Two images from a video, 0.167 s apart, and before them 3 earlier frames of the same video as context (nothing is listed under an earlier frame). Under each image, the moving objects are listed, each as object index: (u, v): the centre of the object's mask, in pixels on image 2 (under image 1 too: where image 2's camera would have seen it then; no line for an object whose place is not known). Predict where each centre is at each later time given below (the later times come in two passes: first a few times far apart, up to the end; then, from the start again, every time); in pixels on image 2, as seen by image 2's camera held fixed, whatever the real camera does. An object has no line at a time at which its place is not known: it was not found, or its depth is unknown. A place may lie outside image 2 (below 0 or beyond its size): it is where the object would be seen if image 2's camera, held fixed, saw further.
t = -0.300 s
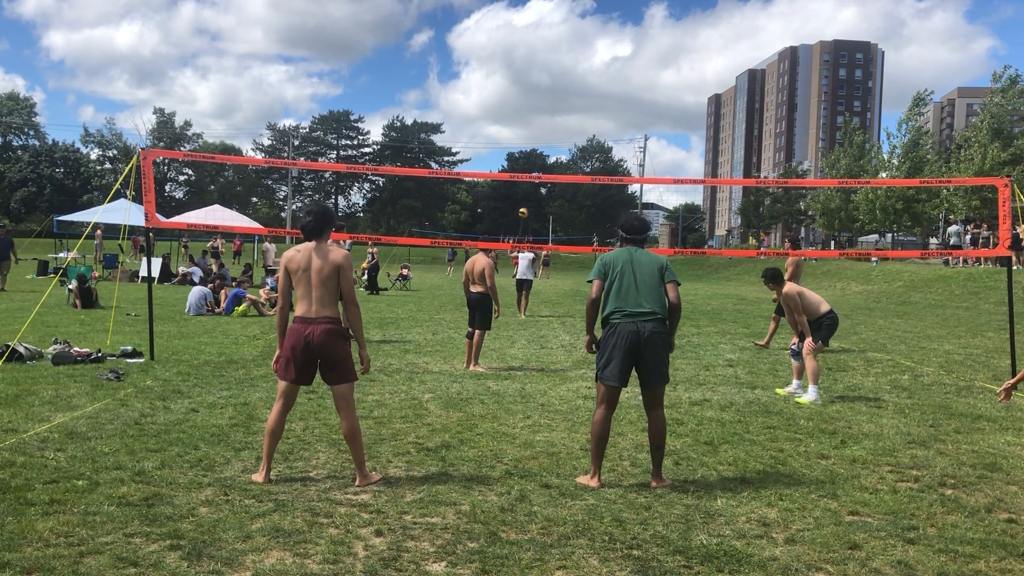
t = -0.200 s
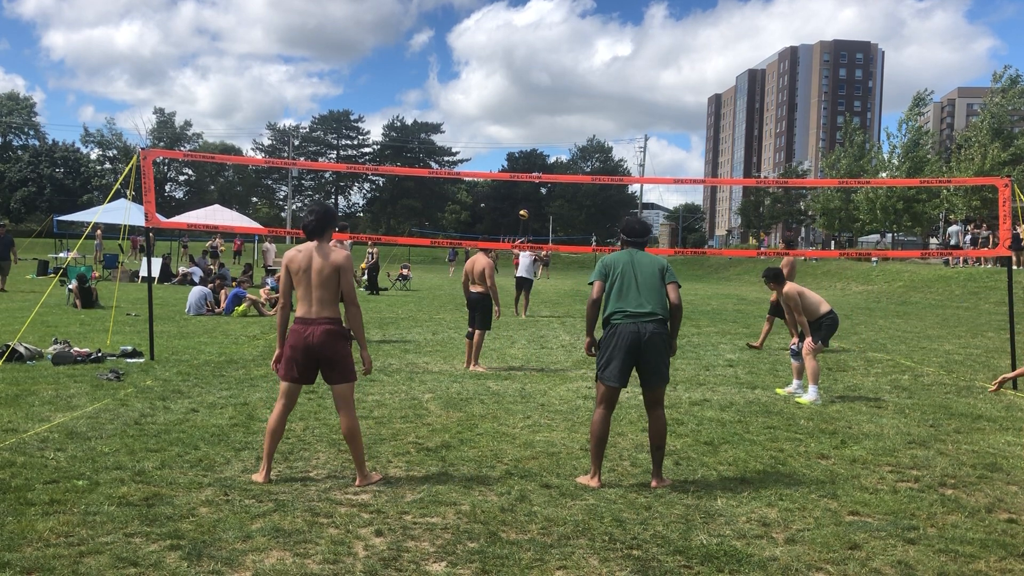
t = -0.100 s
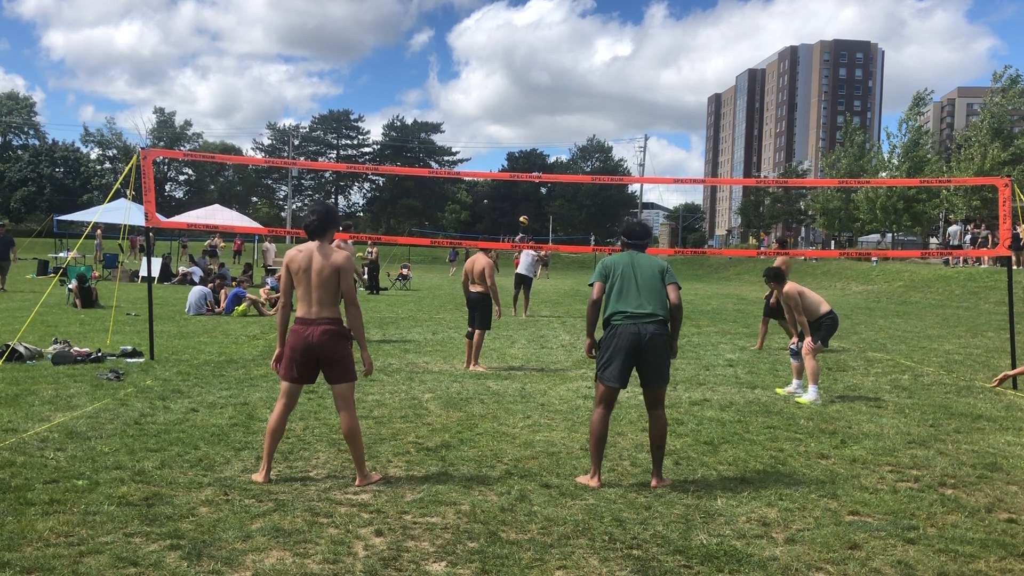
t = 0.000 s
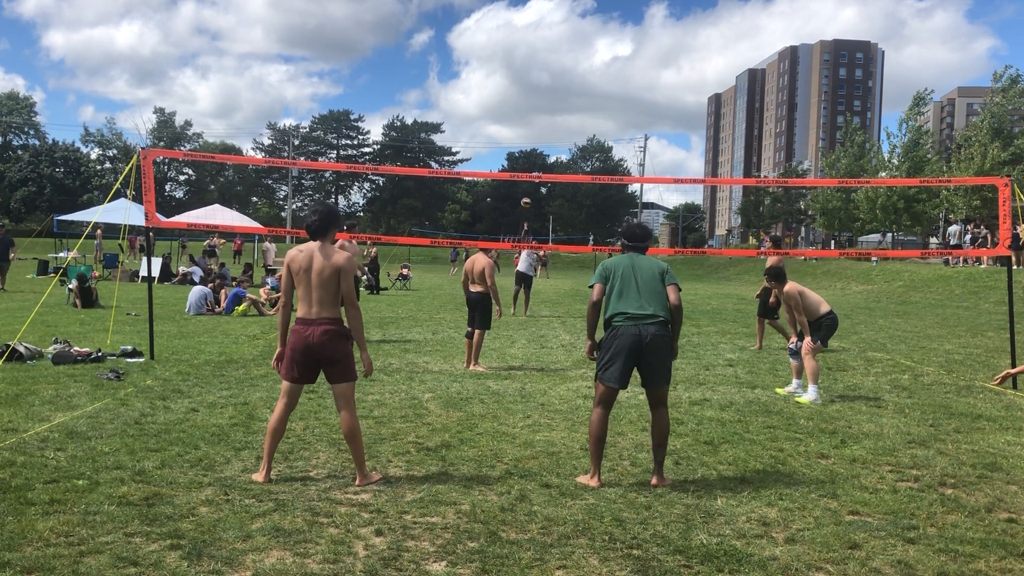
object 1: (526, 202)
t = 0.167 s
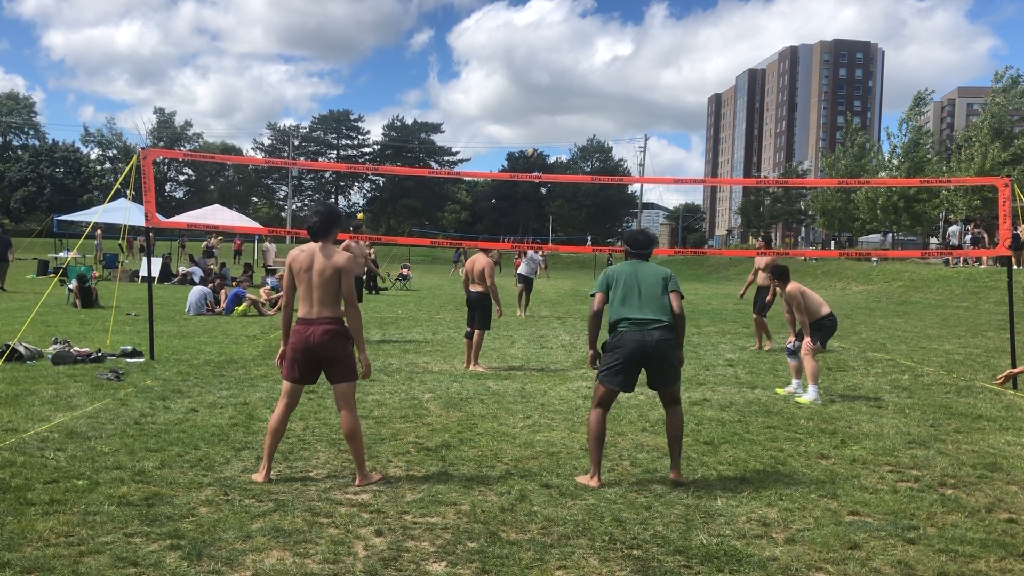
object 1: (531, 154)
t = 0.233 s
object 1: (533, 137)
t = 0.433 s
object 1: (543, 90)
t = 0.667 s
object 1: (560, 51)
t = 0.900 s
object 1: (581, 48)
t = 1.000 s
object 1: (592, 65)
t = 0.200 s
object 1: (532, 145)
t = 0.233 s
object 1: (533, 137)
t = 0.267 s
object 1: (535, 129)
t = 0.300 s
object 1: (536, 120)
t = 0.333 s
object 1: (538, 112)
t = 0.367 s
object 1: (540, 105)
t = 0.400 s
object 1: (541, 98)
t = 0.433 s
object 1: (543, 90)
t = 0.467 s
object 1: (546, 83)
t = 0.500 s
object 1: (548, 76)
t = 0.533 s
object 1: (550, 70)
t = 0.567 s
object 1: (552, 64)
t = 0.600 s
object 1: (555, 59)
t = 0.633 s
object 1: (558, 55)
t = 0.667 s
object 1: (560, 51)
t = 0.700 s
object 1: (563, 48)
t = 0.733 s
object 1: (566, 45)
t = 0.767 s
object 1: (568, 44)
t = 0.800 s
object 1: (571, 44)
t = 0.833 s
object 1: (574, 44)
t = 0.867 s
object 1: (577, 46)
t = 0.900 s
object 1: (581, 48)
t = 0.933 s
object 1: (584, 53)
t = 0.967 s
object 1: (588, 58)
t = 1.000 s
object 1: (592, 65)
